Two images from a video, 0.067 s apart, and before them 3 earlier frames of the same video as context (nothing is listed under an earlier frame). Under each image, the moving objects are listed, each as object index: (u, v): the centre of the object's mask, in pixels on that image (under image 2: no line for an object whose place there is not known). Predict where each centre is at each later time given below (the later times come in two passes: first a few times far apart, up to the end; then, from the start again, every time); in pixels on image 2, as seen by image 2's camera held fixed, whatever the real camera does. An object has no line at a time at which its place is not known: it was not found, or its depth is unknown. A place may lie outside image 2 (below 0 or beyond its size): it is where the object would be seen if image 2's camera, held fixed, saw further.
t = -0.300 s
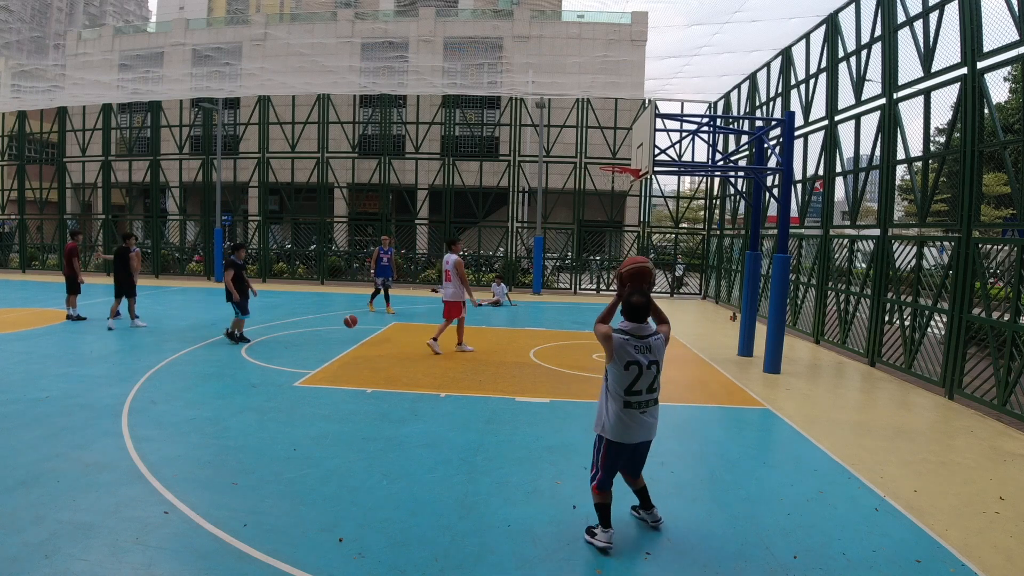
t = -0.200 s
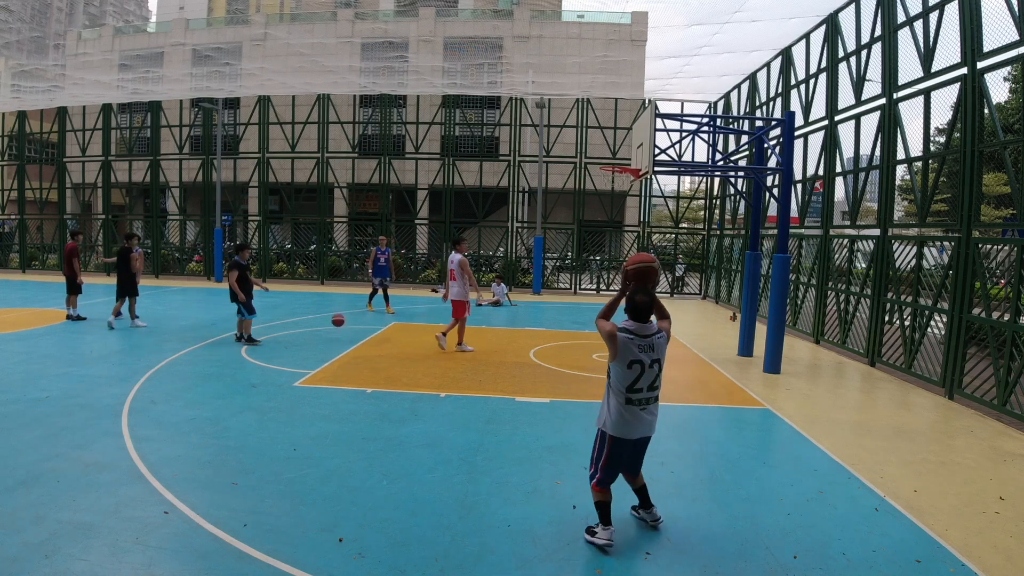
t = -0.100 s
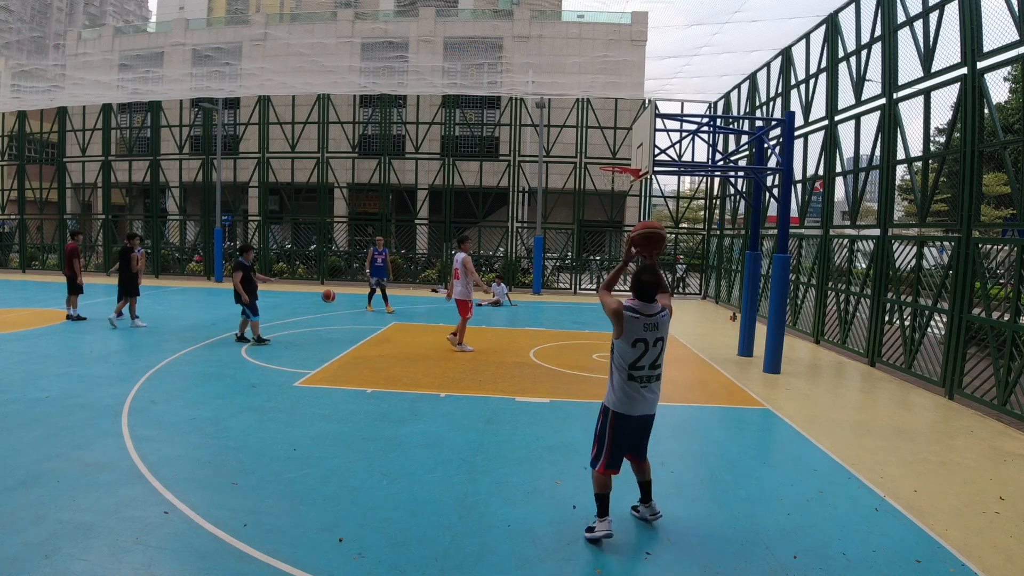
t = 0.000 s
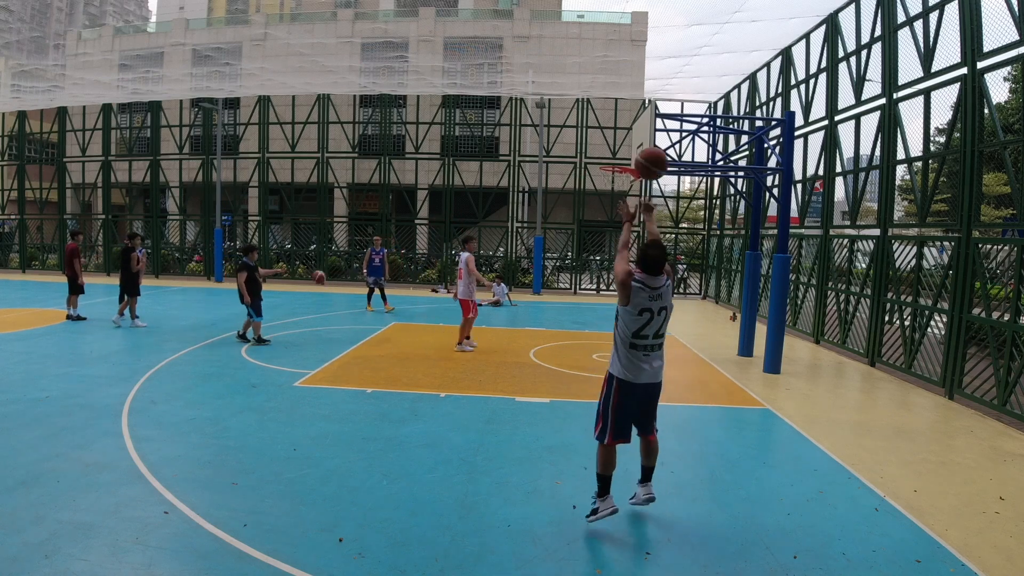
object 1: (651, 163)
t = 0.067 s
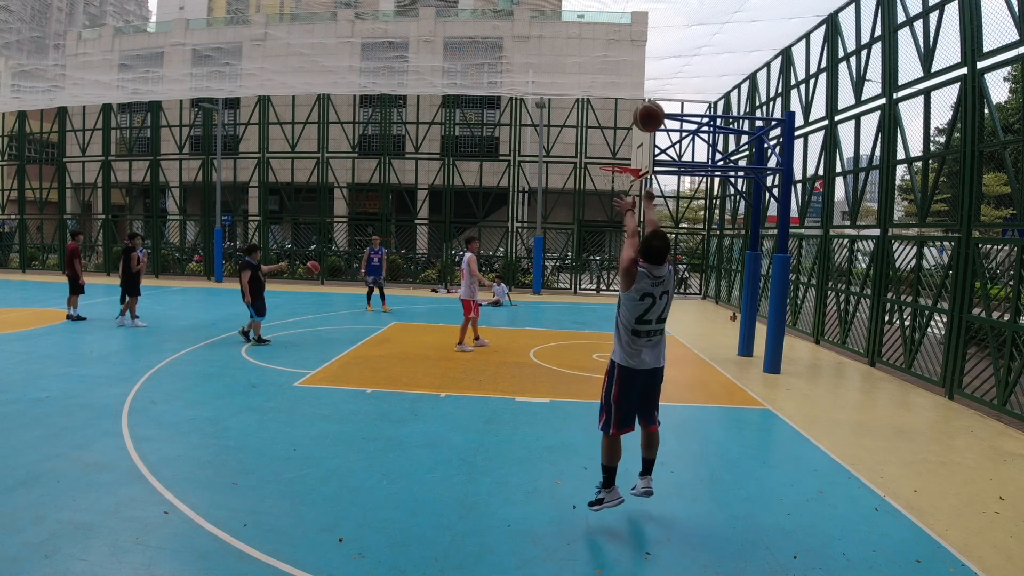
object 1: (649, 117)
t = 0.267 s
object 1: (642, 34)
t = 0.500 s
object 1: (634, 12)
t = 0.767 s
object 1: (627, 42)
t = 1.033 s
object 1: (620, 111)
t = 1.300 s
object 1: (613, 185)
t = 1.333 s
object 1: (612, 190)
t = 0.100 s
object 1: (647, 97)
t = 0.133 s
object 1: (646, 80)
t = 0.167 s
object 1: (645, 66)
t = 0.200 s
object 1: (644, 54)
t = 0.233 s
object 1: (643, 43)
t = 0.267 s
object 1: (642, 34)
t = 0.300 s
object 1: (640, 27)
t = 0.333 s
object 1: (639, 22)
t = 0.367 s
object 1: (638, 17)
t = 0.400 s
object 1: (637, 14)
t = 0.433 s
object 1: (636, 12)
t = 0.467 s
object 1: (635, 11)
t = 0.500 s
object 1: (634, 12)
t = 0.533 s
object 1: (633, 13)
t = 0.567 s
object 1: (632, 14)
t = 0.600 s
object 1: (631, 17)
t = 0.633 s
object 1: (631, 21)
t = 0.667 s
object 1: (630, 25)
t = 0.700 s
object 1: (629, 30)
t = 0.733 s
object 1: (628, 35)
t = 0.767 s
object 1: (627, 42)
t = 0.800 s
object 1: (626, 49)
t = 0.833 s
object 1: (625, 56)
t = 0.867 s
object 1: (624, 64)
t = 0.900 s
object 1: (623, 72)
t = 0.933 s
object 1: (623, 81)
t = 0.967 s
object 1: (622, 90)
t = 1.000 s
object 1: (621, 100)
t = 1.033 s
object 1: (620, 111)
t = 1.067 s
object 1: (619, 122)
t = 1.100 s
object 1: (618, 133)
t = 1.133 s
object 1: (617, 144)
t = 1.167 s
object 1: (616, 156)
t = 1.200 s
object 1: (615, 168)
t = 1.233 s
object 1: (614, 177)
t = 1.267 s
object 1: (614, 180)
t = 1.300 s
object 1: (613, 185)
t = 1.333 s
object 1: (612, 190)
